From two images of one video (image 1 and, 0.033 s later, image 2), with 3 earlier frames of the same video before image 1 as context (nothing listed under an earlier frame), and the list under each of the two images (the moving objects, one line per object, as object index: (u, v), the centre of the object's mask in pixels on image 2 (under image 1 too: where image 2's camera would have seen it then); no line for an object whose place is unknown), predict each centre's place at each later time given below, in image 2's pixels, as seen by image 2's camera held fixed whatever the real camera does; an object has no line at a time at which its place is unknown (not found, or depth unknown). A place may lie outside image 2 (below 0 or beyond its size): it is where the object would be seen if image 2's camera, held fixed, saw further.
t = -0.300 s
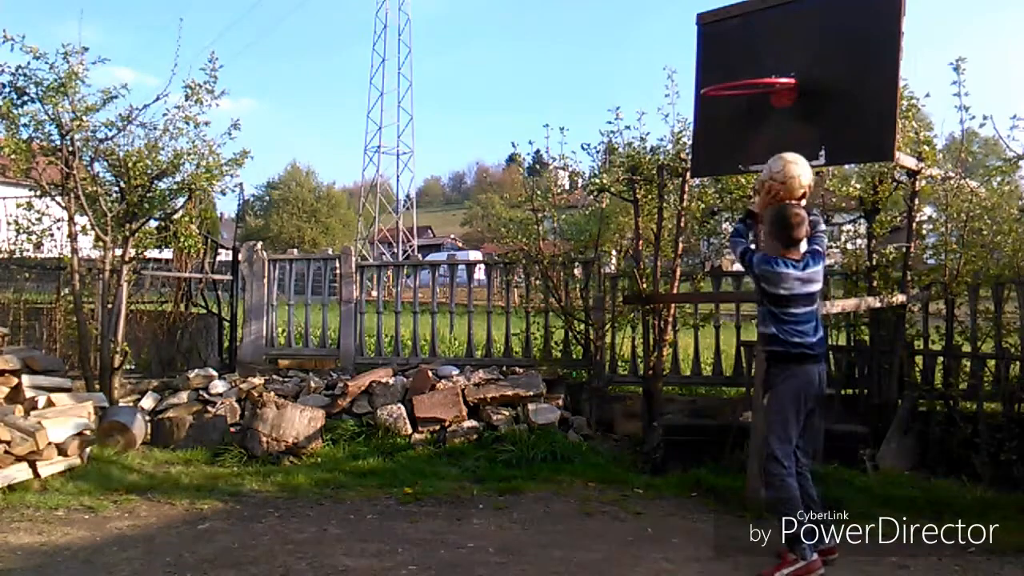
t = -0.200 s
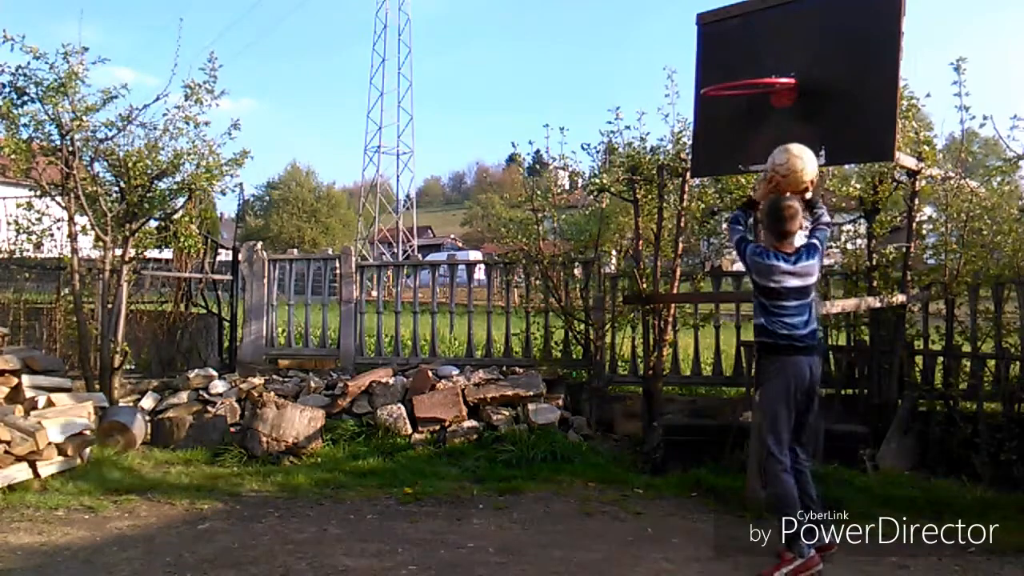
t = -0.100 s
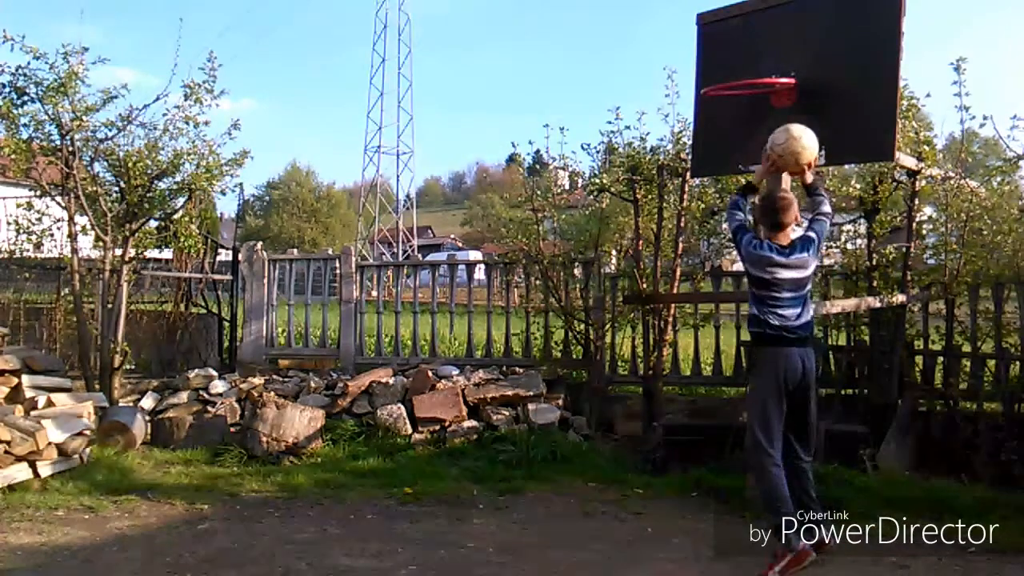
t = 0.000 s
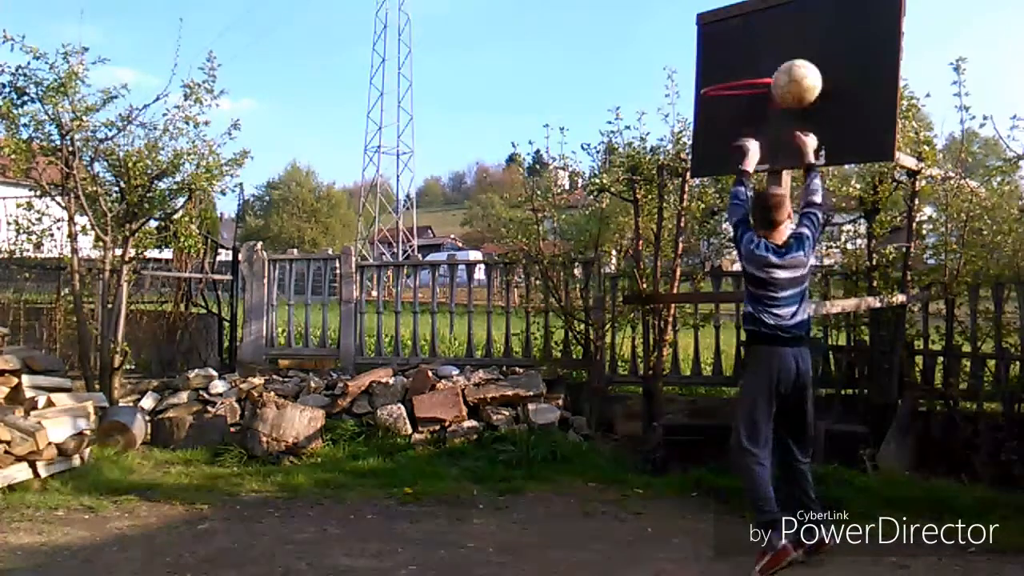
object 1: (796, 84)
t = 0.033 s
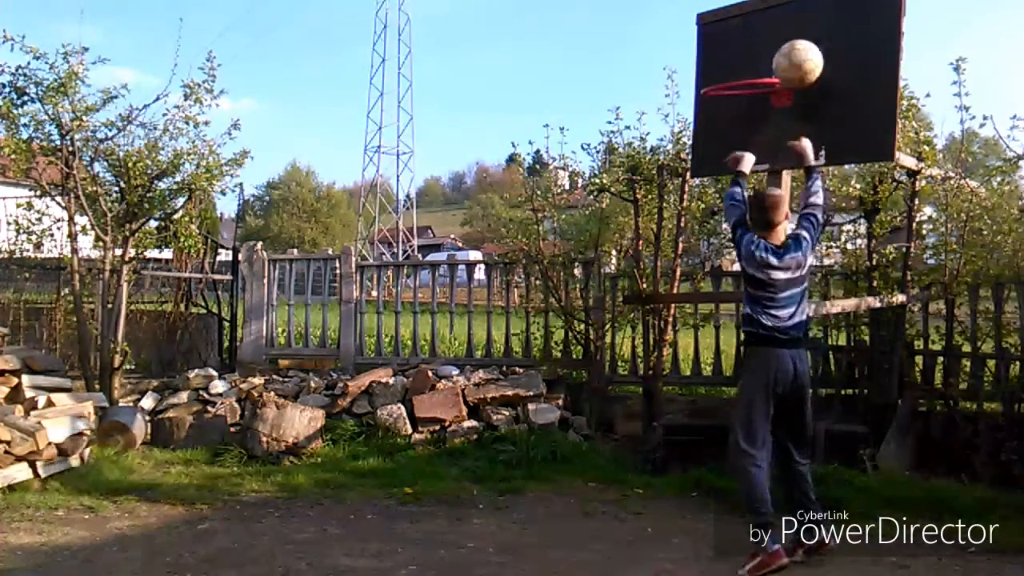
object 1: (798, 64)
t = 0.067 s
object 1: (799, 46)
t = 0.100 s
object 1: (800, 30)
